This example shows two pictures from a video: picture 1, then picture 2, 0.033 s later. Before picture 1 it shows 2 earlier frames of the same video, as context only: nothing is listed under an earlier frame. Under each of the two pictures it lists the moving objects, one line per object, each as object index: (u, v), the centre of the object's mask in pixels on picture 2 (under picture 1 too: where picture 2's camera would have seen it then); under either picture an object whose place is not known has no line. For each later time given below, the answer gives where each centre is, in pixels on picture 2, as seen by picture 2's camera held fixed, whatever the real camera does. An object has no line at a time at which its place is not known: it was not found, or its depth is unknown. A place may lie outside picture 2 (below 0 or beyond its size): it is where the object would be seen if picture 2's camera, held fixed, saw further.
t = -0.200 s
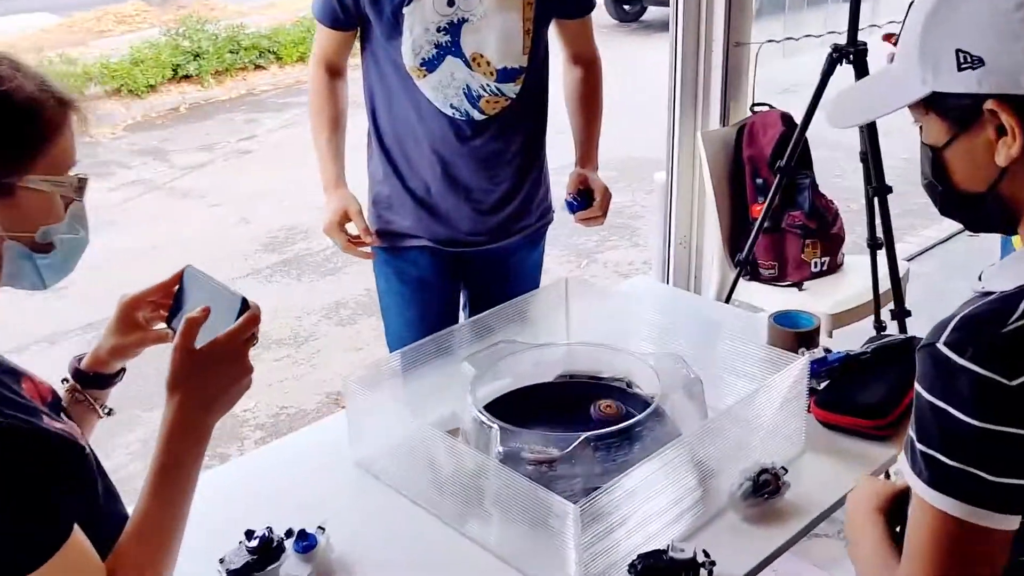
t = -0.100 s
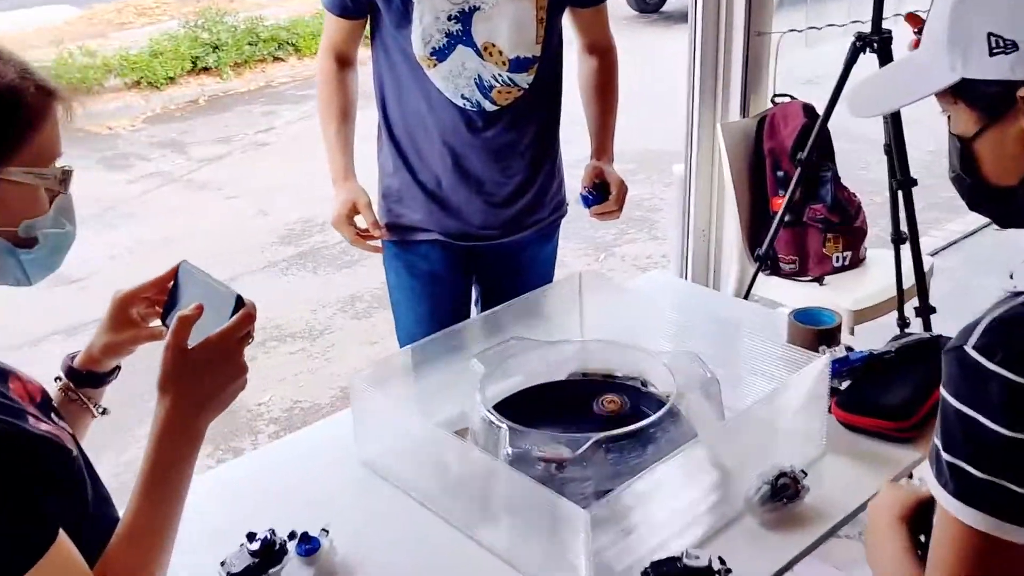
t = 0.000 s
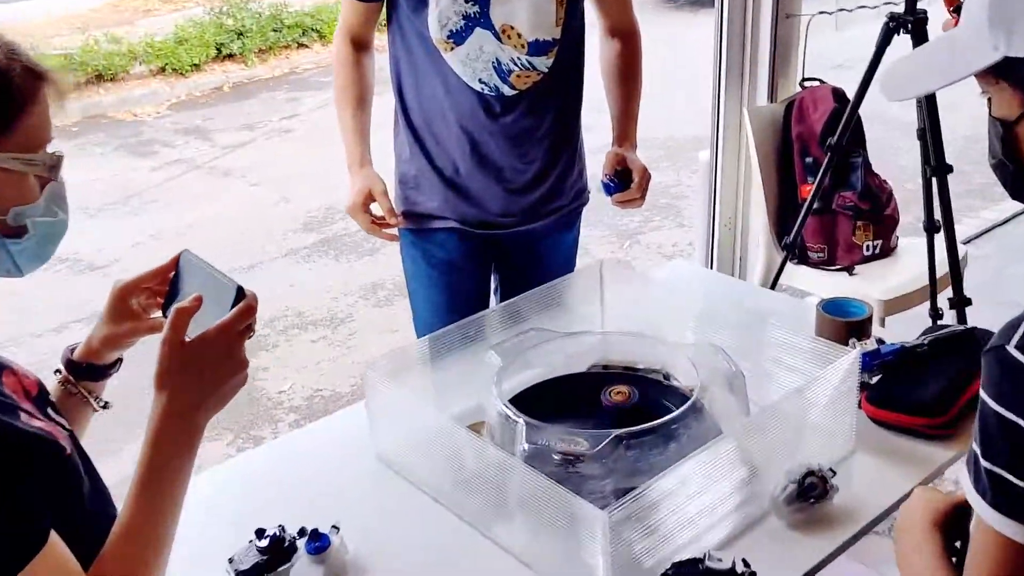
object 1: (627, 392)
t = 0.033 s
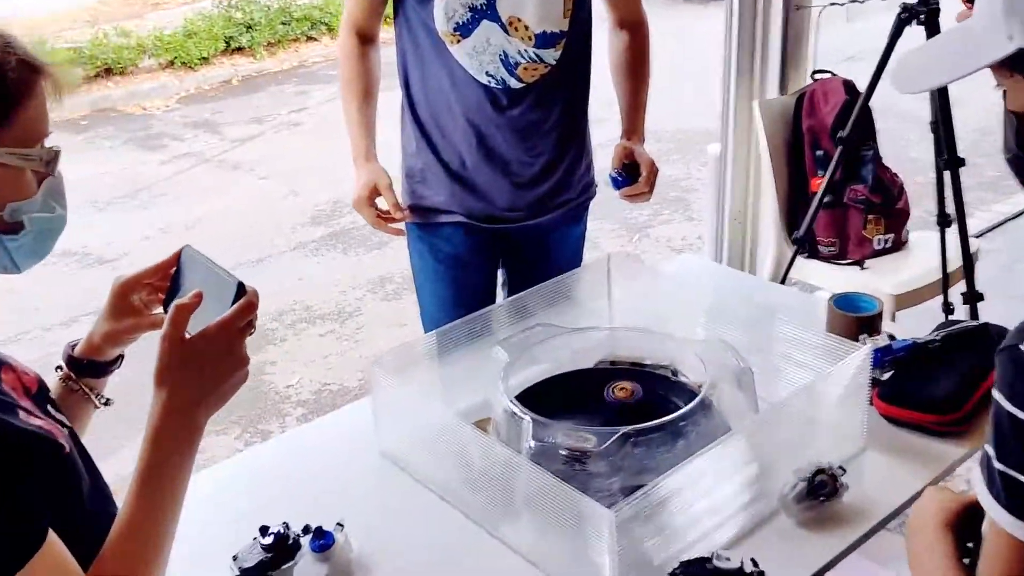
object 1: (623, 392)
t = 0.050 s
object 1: (621, 392)
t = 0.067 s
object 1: (620, 392)
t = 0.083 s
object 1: (618, 392)
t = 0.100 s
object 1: (616, 392)
